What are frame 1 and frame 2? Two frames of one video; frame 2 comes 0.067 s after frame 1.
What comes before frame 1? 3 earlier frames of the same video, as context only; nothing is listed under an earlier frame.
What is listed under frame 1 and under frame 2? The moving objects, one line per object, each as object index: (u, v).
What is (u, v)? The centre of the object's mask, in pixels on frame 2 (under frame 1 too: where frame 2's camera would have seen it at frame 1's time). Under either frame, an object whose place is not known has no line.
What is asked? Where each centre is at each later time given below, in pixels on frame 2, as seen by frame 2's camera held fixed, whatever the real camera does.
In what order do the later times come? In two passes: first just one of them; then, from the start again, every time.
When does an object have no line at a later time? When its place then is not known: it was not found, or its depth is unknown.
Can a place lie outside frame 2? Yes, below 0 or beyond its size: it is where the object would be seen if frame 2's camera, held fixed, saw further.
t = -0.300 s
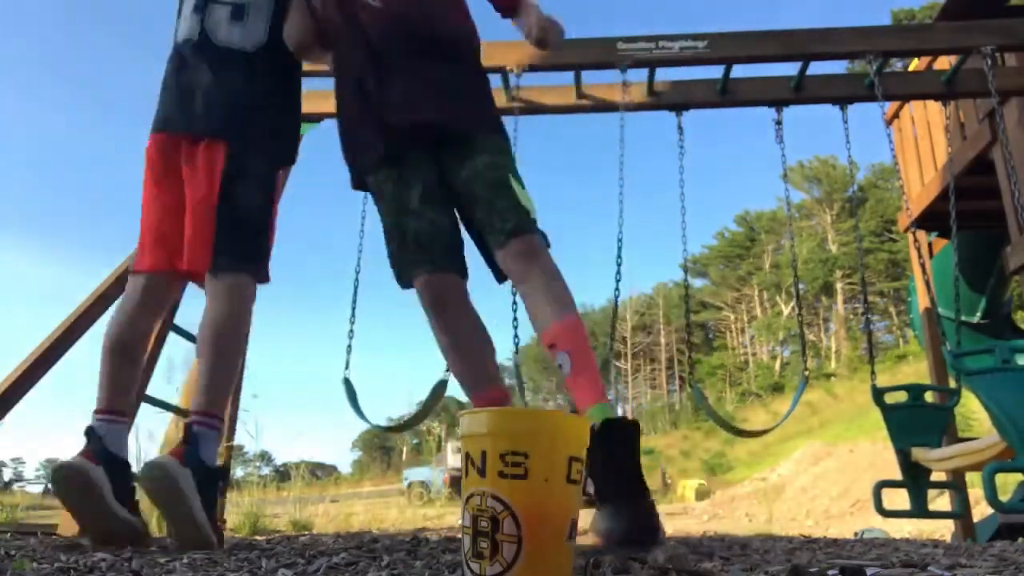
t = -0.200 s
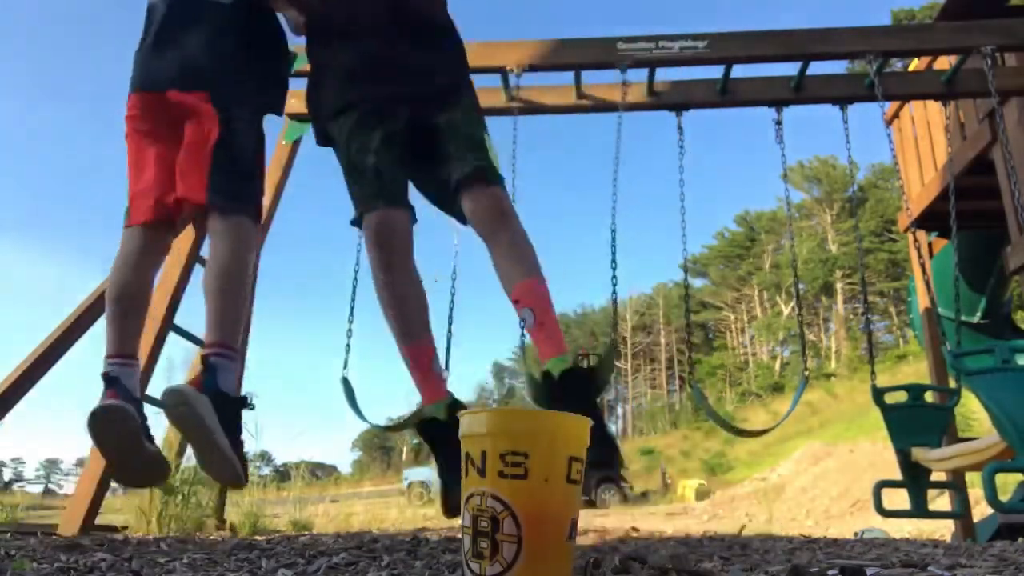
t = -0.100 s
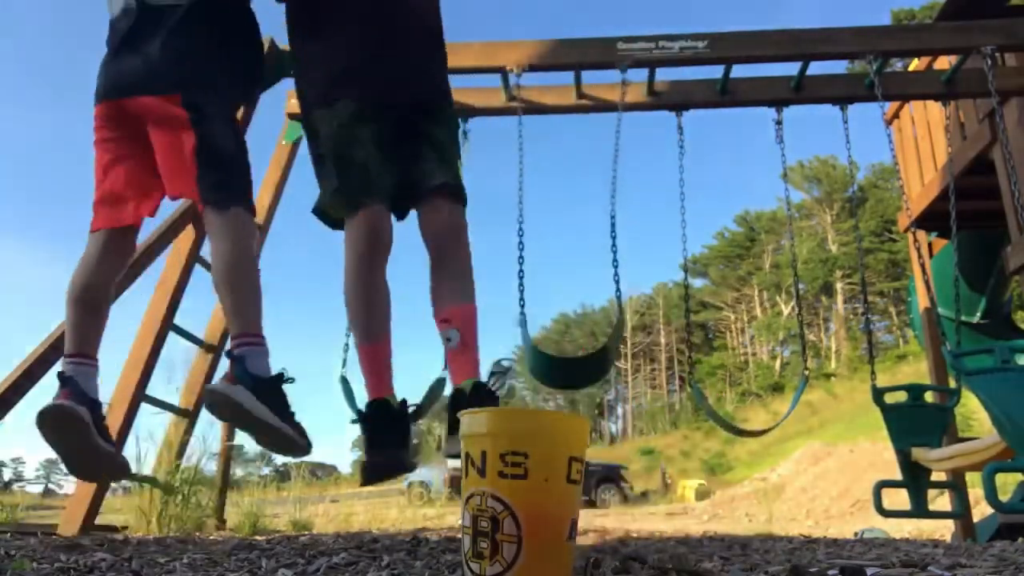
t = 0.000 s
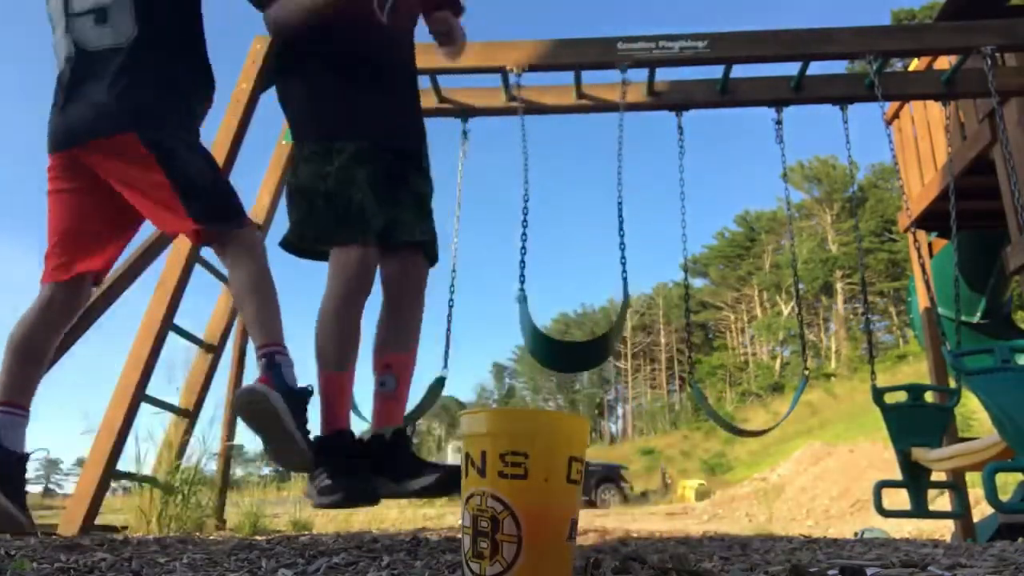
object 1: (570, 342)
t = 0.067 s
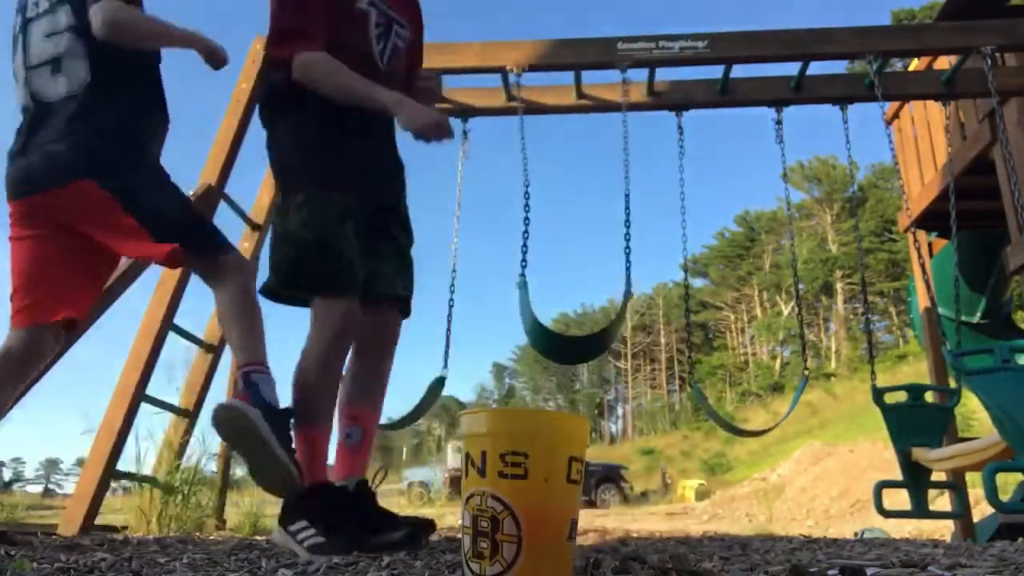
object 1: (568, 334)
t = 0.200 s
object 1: (558, 324)
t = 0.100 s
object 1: (564, 332)
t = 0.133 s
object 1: (564, 330)
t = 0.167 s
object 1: (560, 326)
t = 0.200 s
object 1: (558, 324)
